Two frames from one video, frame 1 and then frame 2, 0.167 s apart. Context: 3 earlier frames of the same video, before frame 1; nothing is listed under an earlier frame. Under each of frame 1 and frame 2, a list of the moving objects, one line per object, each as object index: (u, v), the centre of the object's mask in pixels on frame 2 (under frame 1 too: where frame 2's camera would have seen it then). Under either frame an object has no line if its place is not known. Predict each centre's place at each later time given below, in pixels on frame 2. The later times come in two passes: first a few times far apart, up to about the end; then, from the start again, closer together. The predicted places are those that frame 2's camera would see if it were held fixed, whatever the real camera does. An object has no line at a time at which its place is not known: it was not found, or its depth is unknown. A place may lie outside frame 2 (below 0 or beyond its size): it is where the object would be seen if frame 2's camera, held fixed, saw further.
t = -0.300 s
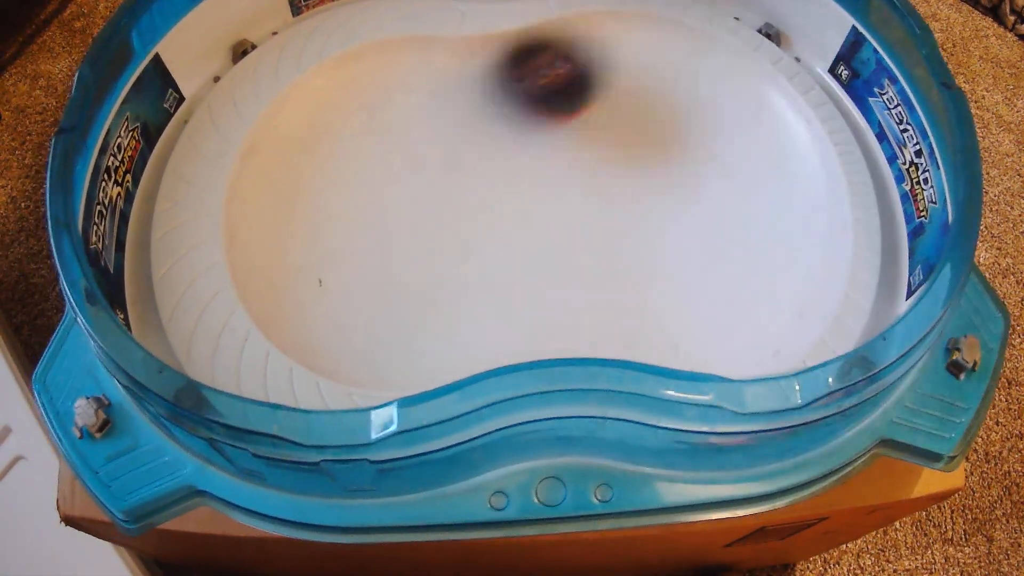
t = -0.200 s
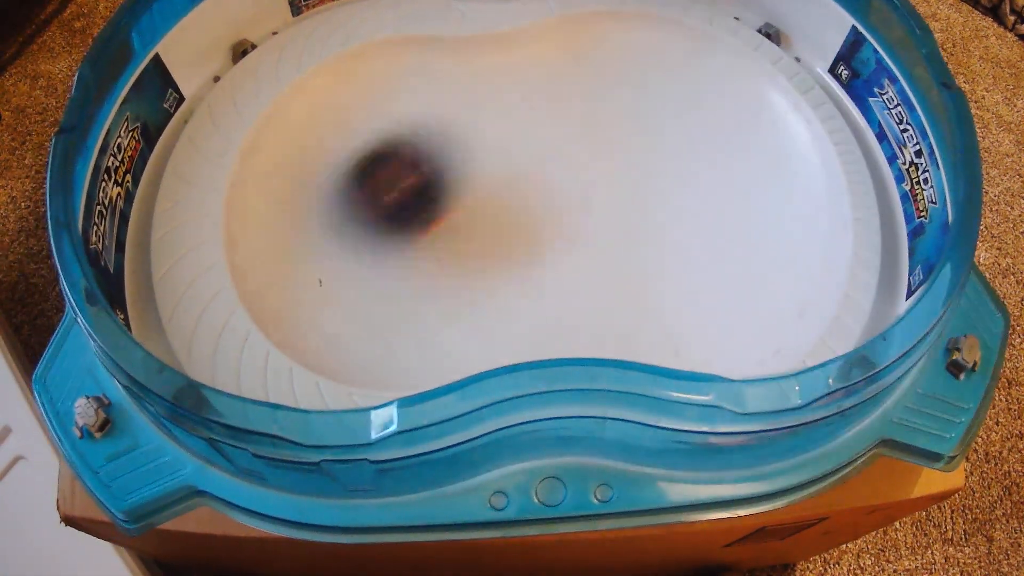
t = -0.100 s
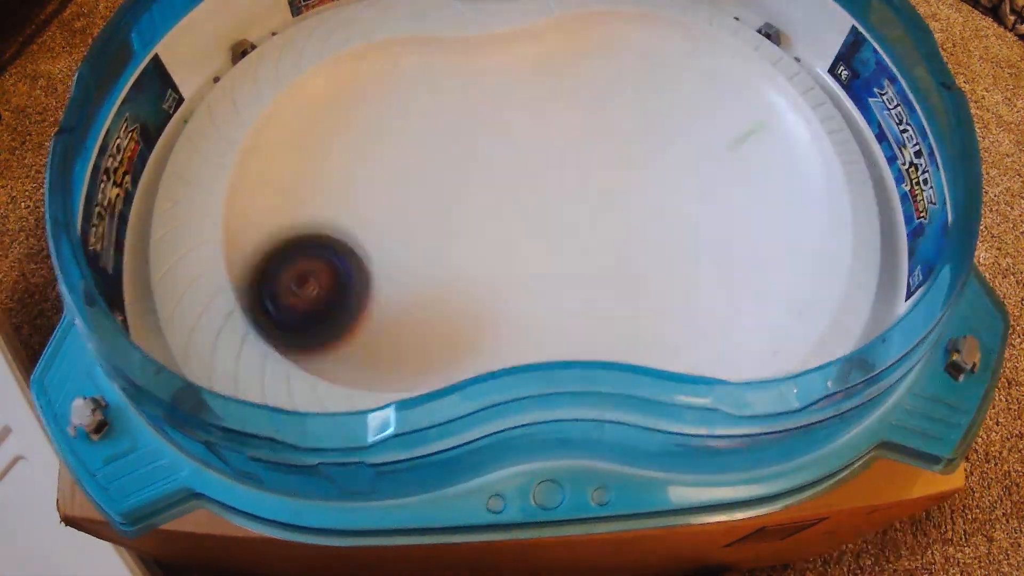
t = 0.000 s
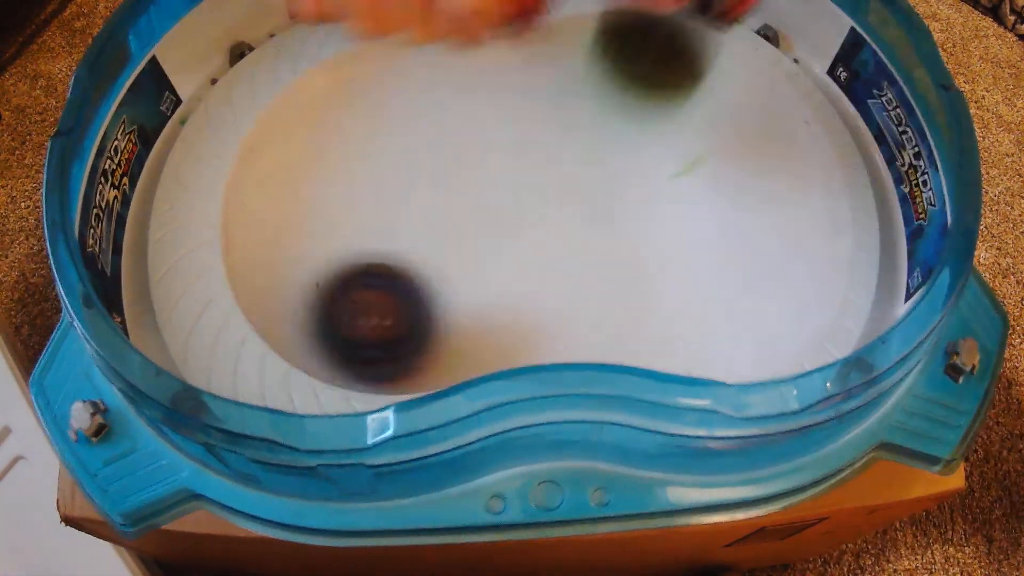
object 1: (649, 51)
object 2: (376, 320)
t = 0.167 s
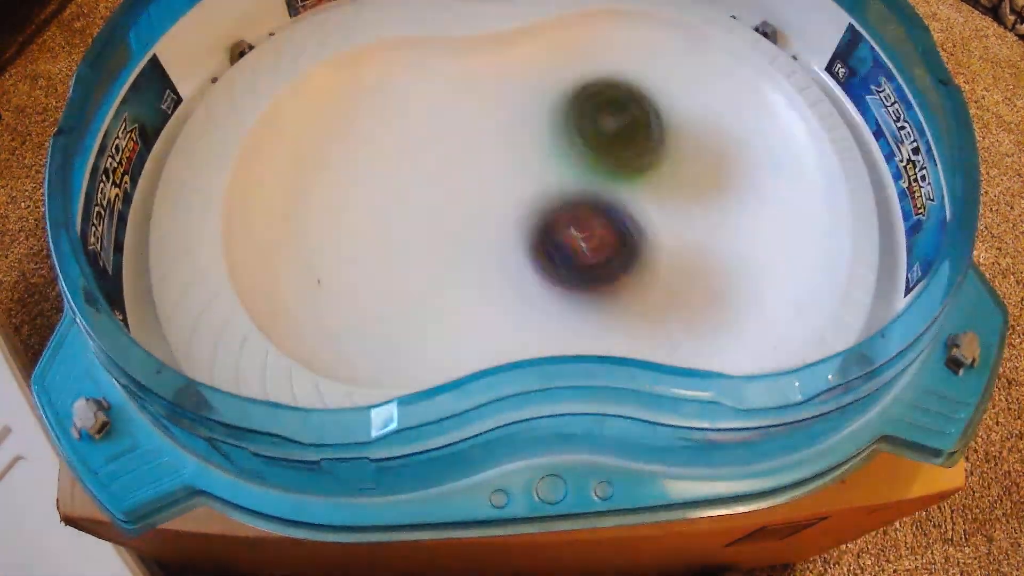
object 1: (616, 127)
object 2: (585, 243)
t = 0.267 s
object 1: (711, 71)
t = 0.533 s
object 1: (579, 151)
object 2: (773, 139)
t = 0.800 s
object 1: (422, 293)
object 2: (440, 130)
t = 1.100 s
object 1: (633, 198)
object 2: (380, 298)
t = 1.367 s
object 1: (625, 50)
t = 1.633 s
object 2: (639, 34)
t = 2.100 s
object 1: (708, 108)
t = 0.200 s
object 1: (651, 110)
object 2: (608, 284)
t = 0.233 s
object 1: (686, 91)
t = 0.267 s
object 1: (711, 71)
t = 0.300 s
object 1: (720, 58)
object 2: (735, 335)
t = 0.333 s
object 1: (726, 57)
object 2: (768, 327)
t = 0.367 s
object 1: (727, 68)
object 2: (789, 311)
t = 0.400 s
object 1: (709, 89)
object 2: (793, 282)
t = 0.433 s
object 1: (688, 117)
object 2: (790, 249)
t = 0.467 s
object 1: (666, 140)
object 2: (771, 200)
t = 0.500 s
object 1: (624, 145)
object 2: (773, 167)
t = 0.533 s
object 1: (579, 151)
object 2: (773, 139)
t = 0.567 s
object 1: (538, 163)
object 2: (759, 107)
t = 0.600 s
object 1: (502, 181)
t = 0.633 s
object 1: (472, 203)
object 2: (701, 56)
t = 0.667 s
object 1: (449, 229)
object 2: (656, 40)
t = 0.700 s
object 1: (433, 254)
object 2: (603, 40)
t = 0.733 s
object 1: (425, 278)
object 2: (550, 55)
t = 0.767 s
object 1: (422, 293)
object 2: (498, 87)
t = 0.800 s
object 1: (422, 293)
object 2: (440, 130)
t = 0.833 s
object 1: (424, 292)
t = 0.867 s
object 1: (441, 287)
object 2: (311, 204)
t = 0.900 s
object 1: (462, 276)
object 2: (274, 216)
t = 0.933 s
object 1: (483, 270)
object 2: (268, 223)
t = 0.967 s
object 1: (512, 253)
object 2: (265, 242)
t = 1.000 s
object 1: (544, 236)
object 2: (272, 268)
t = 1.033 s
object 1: (575, 221)
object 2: (293, 288)
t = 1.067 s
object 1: (605, 209)
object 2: (329, 299)
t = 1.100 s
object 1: (633, 198)
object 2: (380, 298)
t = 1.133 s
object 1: (657, 190)
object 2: (436, 288)
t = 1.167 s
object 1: (673, 180)
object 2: (497, 273)
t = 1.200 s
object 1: (682, 166)
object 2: (560, 257)
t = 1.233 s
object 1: (684, 150)
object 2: (624, 245)
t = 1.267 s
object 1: (690, 117)
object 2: (672, 256)
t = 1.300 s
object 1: (695, 70)
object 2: (708, 263)
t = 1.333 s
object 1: (665, 54)
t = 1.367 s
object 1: (625, 50)
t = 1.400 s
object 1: (580, 58)
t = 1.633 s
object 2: (639, 34)
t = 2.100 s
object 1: (708, 108)
